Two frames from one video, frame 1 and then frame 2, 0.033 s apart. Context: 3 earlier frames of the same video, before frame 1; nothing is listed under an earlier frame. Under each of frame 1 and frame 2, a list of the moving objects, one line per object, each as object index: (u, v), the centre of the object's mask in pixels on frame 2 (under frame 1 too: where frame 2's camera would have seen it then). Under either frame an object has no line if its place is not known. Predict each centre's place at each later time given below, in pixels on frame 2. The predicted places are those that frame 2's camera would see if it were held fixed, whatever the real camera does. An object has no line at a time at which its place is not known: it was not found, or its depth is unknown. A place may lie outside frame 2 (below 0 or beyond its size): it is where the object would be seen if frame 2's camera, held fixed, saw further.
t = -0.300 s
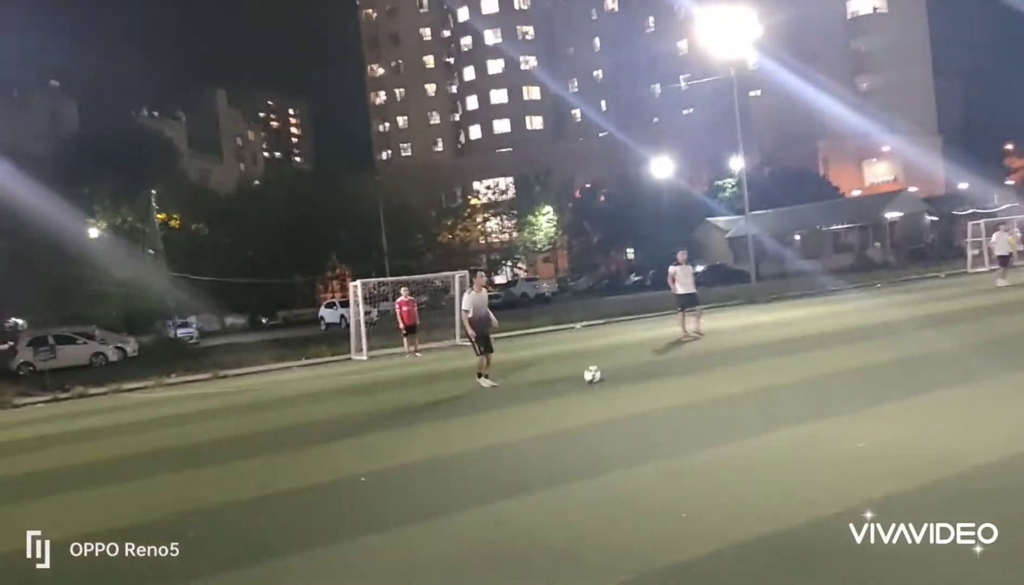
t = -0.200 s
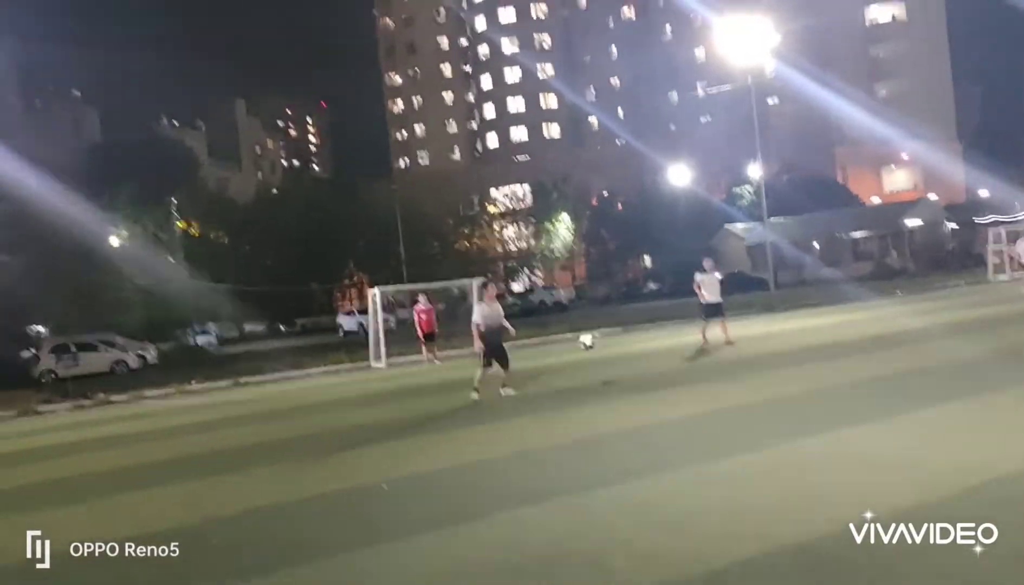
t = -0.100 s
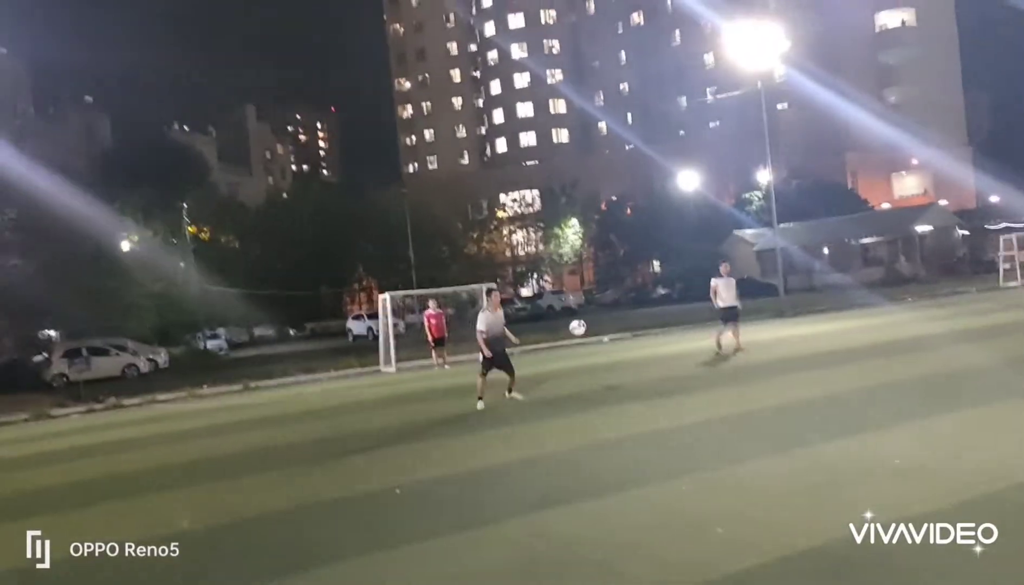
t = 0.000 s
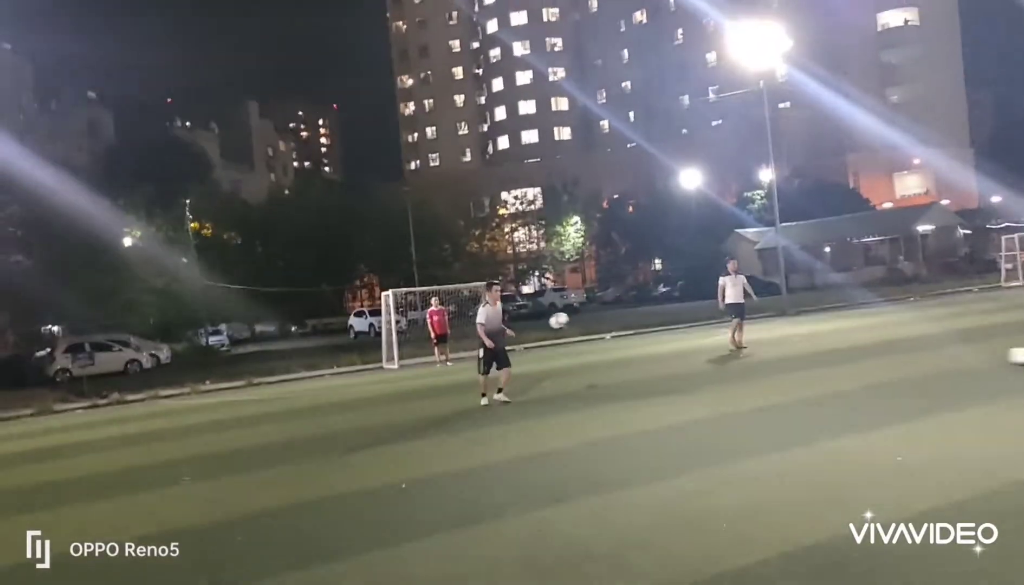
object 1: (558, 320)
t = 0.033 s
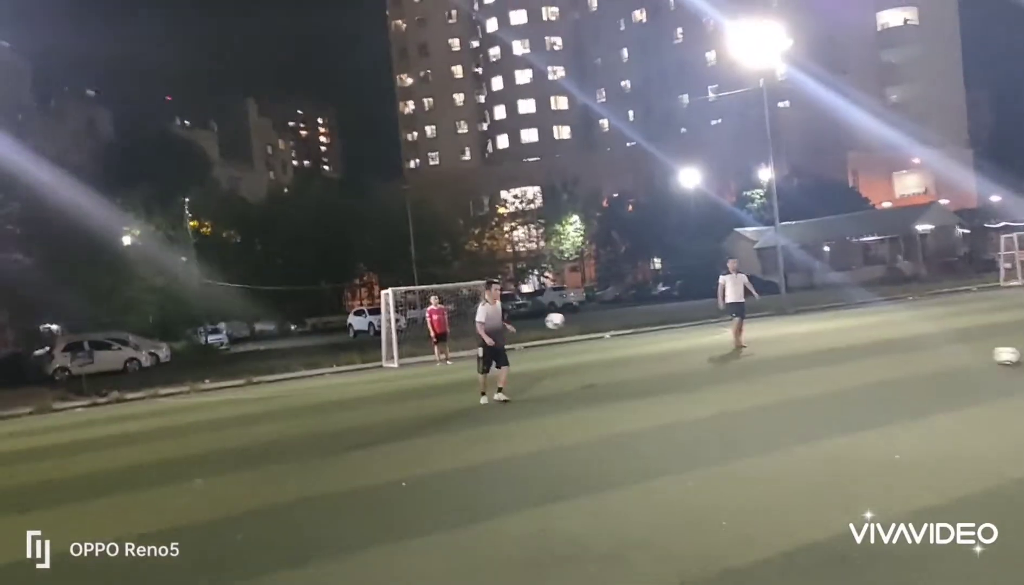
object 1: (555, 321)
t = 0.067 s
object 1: (547, 325)
